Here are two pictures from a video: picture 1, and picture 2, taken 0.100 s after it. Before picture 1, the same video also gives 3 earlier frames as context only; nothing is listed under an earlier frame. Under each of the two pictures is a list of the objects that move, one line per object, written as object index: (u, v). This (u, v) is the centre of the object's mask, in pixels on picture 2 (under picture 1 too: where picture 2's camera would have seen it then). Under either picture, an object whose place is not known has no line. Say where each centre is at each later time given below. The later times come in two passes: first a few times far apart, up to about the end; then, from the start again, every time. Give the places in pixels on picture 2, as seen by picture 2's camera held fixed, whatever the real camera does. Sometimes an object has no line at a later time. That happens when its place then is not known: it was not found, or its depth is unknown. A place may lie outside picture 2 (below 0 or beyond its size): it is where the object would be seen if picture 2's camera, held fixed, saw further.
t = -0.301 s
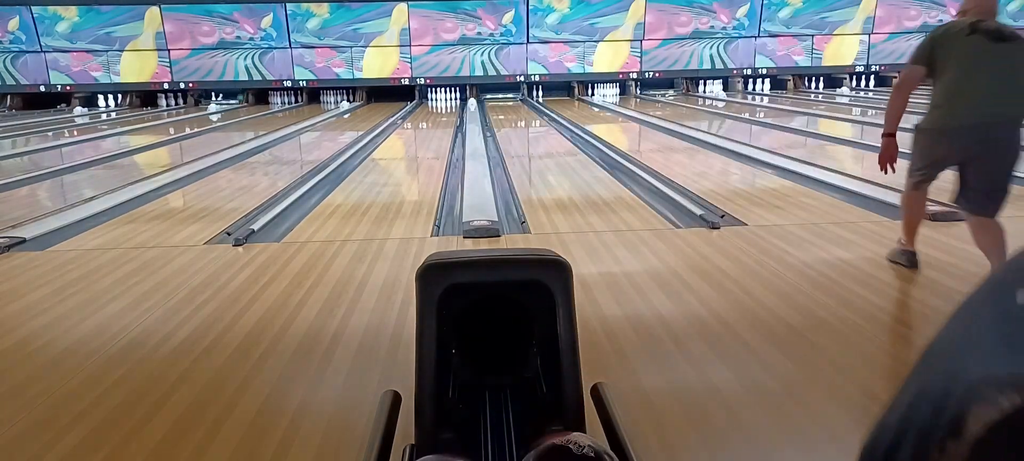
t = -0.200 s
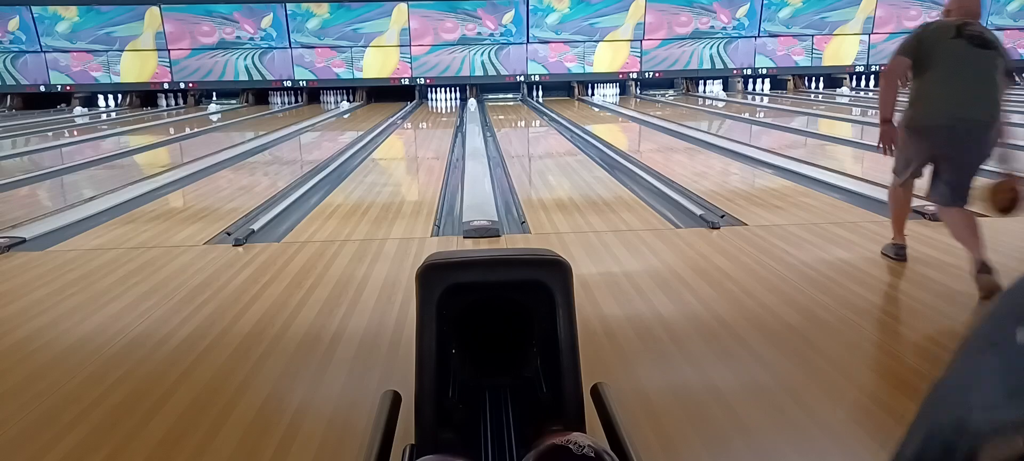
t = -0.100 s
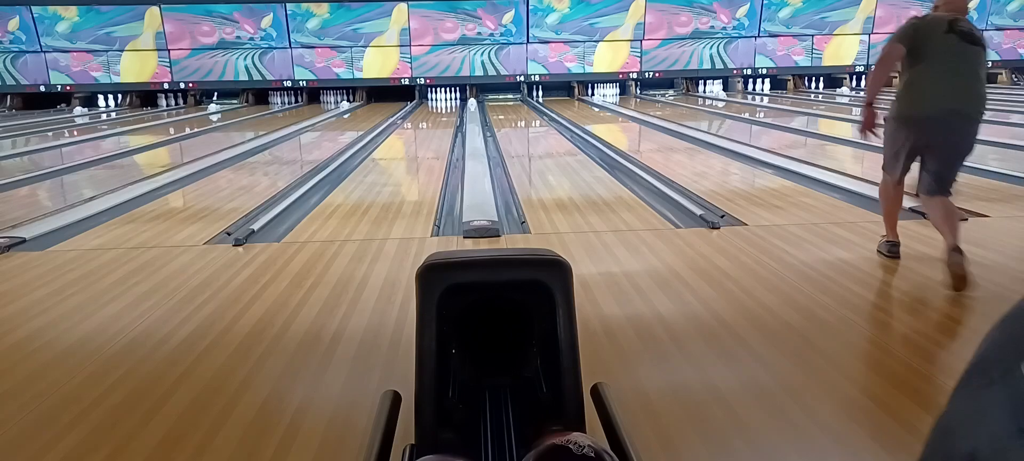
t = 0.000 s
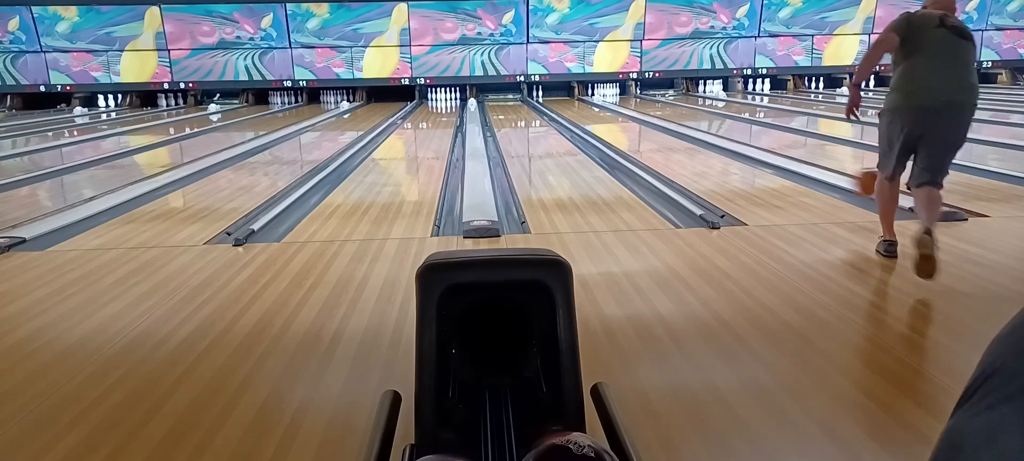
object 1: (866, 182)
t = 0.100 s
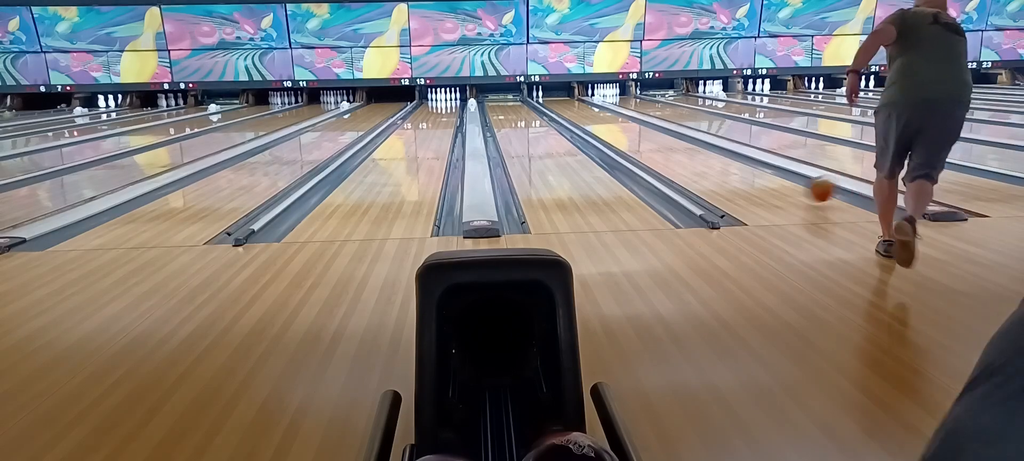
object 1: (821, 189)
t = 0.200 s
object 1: (784, 179)
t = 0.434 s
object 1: (722, 159)
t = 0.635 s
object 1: (686, 144)
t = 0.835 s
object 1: (658, 135)
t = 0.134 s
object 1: (806, 189)
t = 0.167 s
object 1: (795, 183)
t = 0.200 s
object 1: (784, 179)
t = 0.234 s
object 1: (773, 175)
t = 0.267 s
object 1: (762, 172)
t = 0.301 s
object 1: (753, 169)
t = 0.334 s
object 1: (745, 166)
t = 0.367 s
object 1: (737, 163)
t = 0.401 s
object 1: (728, 161)
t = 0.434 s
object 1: (722, 159)
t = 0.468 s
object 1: (716, 155)
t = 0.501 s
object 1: (709, 152)
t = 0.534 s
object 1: (702, 150)
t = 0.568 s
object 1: (696, 147)
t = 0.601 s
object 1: (691, 146)
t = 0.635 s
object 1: (686, 144)
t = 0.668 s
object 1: (680, 142)
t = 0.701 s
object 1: (675, 140)
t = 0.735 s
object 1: (670, 138)
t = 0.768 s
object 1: (666, 137)
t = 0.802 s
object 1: (661, 136)
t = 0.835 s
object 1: (658, 135)
